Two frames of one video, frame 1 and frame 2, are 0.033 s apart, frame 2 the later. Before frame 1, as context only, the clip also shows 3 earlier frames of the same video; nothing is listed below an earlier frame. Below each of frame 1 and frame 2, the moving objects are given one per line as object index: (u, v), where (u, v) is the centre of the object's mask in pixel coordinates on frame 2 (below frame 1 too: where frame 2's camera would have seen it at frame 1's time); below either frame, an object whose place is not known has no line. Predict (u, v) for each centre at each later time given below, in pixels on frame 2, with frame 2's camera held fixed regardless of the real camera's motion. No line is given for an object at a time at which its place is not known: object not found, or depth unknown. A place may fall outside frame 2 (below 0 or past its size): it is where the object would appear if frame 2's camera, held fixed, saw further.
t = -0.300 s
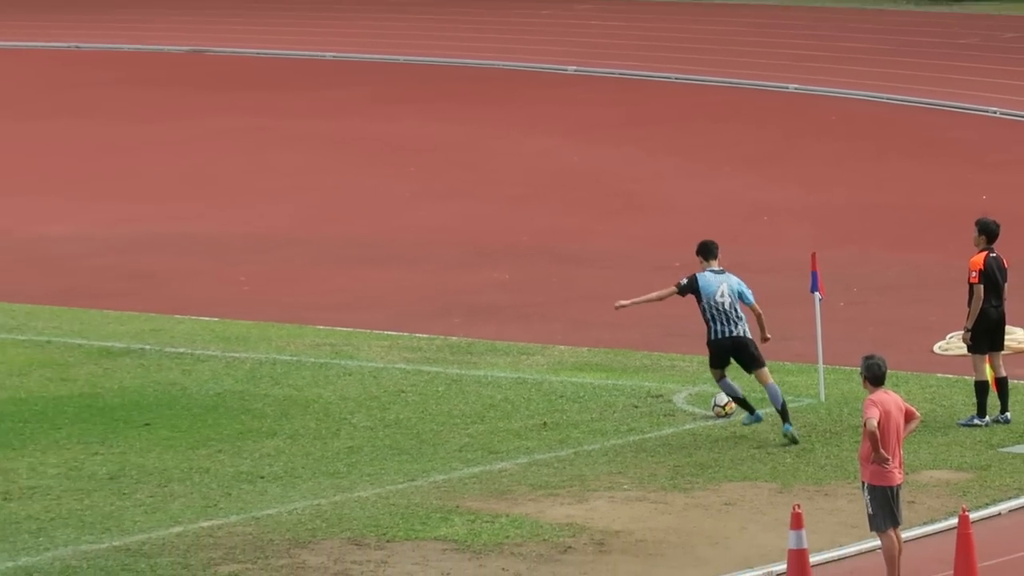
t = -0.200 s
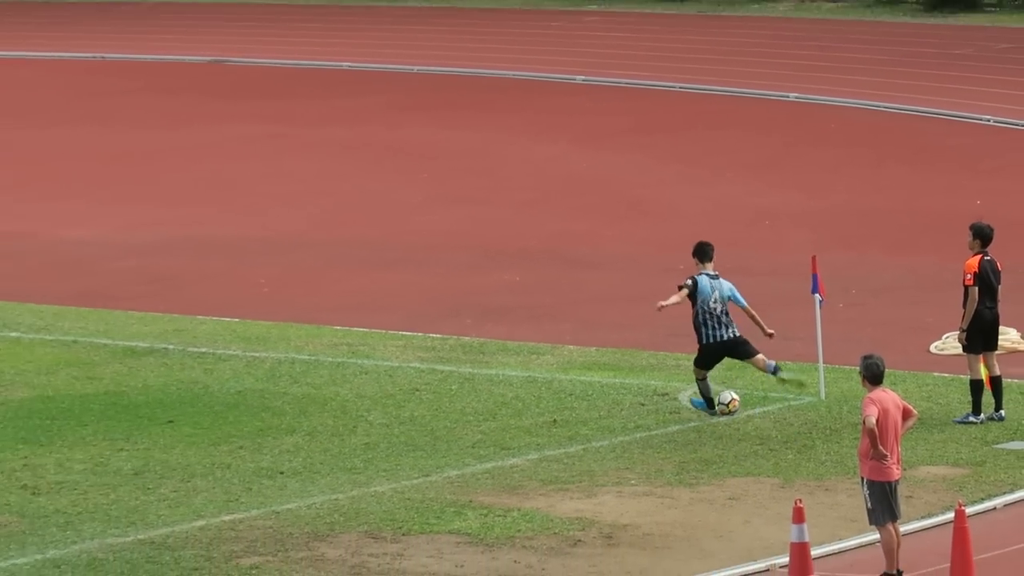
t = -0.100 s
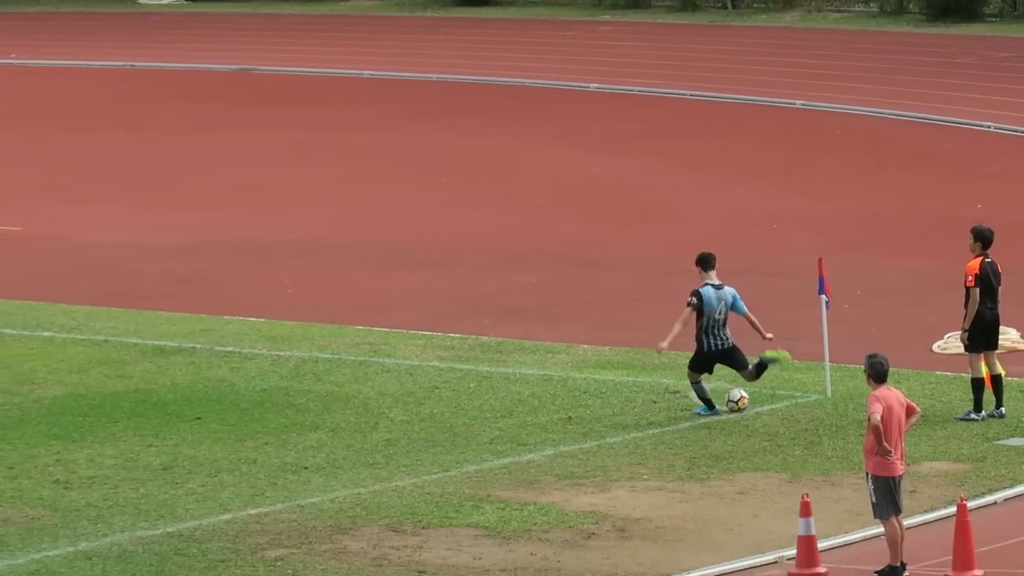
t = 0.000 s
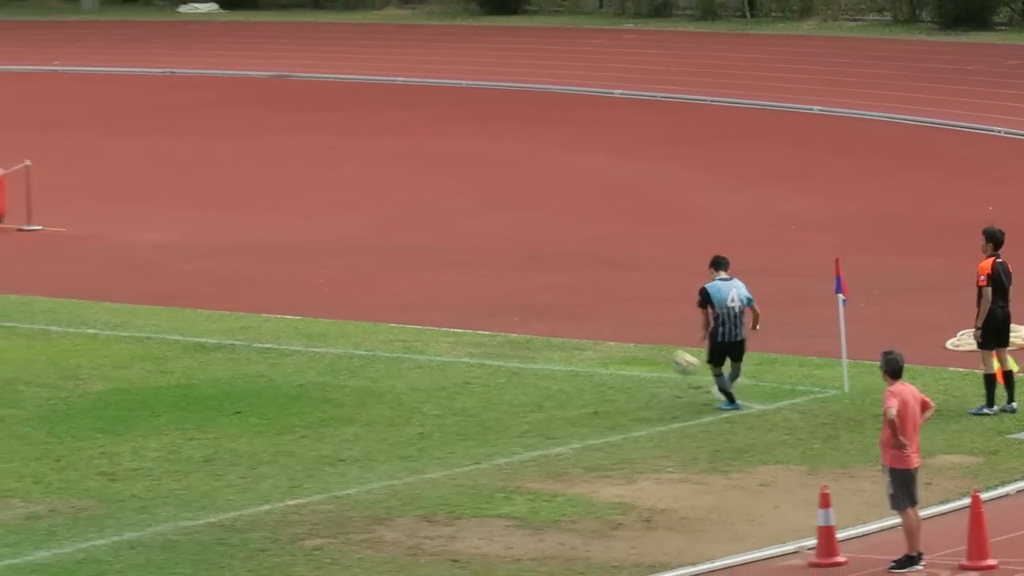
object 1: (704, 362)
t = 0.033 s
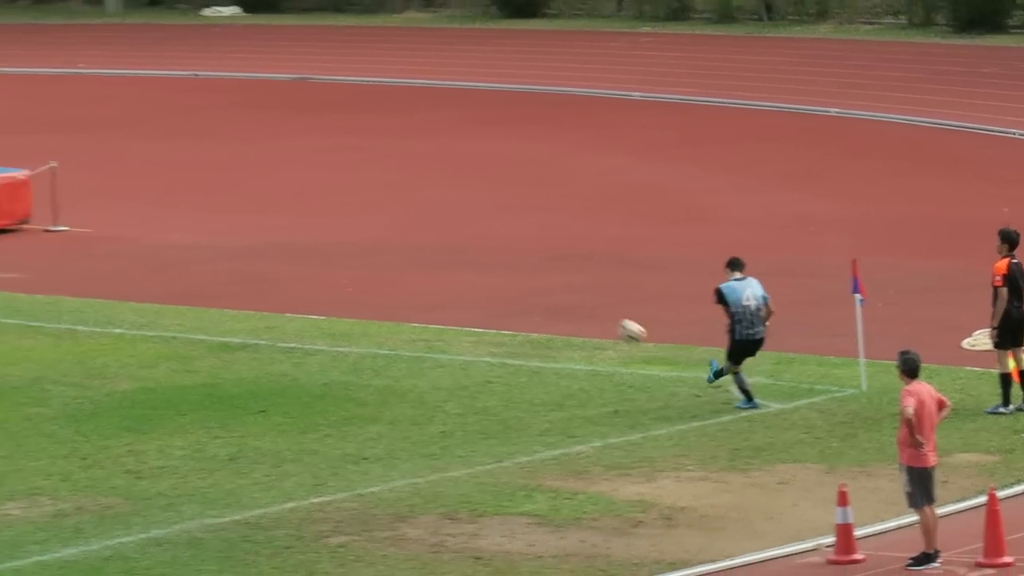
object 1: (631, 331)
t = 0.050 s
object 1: (596, 317)
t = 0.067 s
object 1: (560, 302)
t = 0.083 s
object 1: (525, 288)
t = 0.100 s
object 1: (489, 274)
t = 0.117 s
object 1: (456, 261)
